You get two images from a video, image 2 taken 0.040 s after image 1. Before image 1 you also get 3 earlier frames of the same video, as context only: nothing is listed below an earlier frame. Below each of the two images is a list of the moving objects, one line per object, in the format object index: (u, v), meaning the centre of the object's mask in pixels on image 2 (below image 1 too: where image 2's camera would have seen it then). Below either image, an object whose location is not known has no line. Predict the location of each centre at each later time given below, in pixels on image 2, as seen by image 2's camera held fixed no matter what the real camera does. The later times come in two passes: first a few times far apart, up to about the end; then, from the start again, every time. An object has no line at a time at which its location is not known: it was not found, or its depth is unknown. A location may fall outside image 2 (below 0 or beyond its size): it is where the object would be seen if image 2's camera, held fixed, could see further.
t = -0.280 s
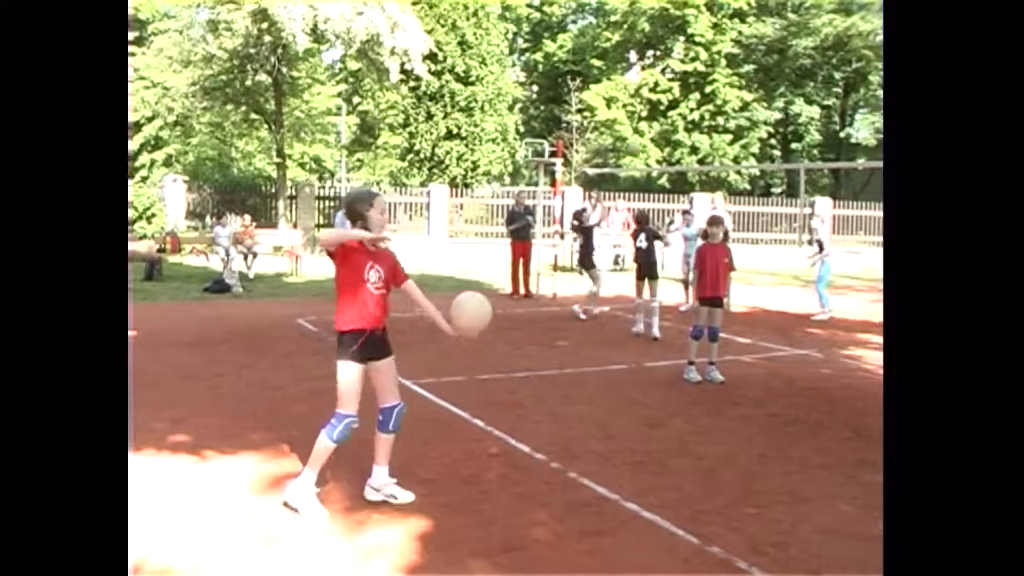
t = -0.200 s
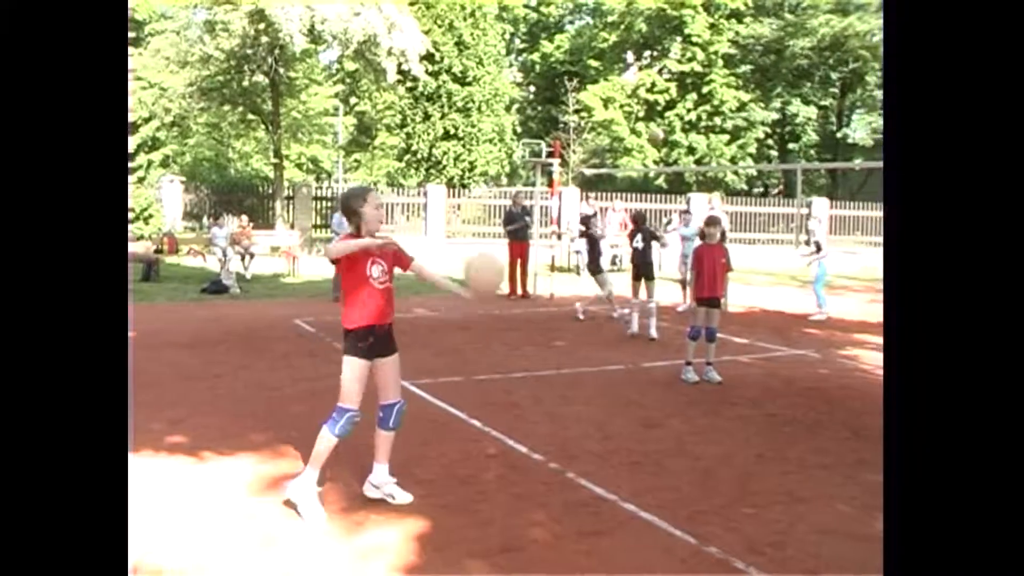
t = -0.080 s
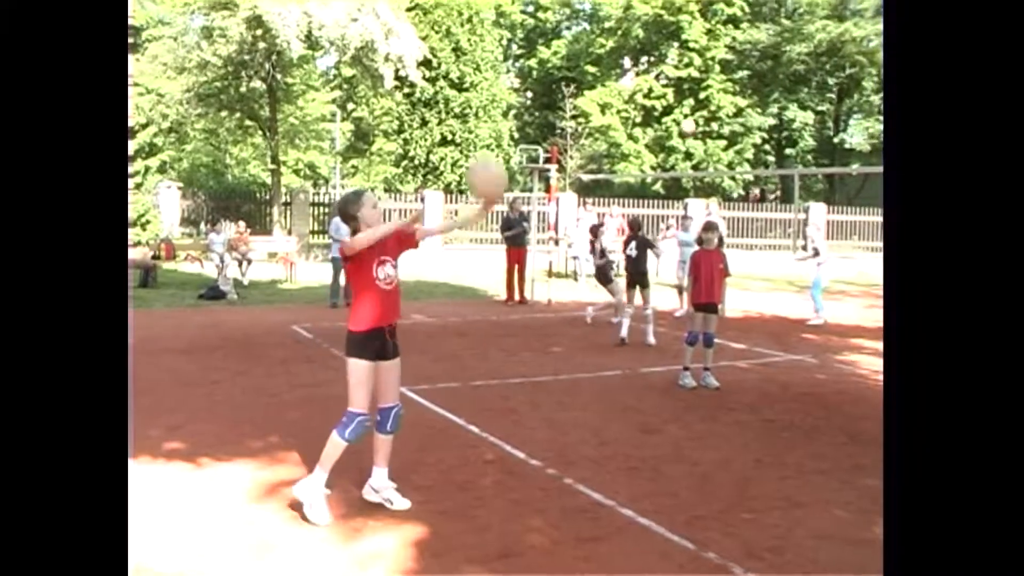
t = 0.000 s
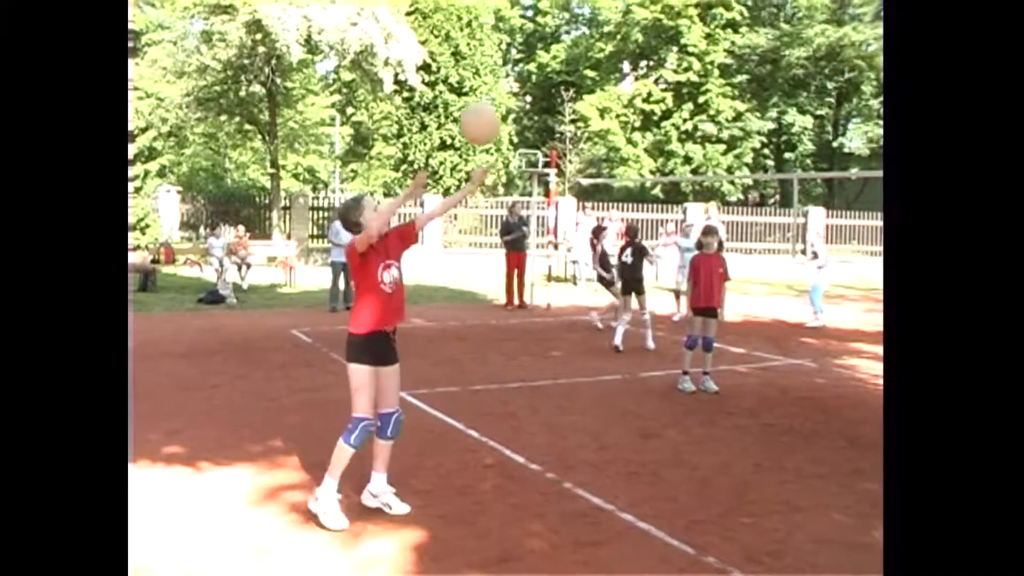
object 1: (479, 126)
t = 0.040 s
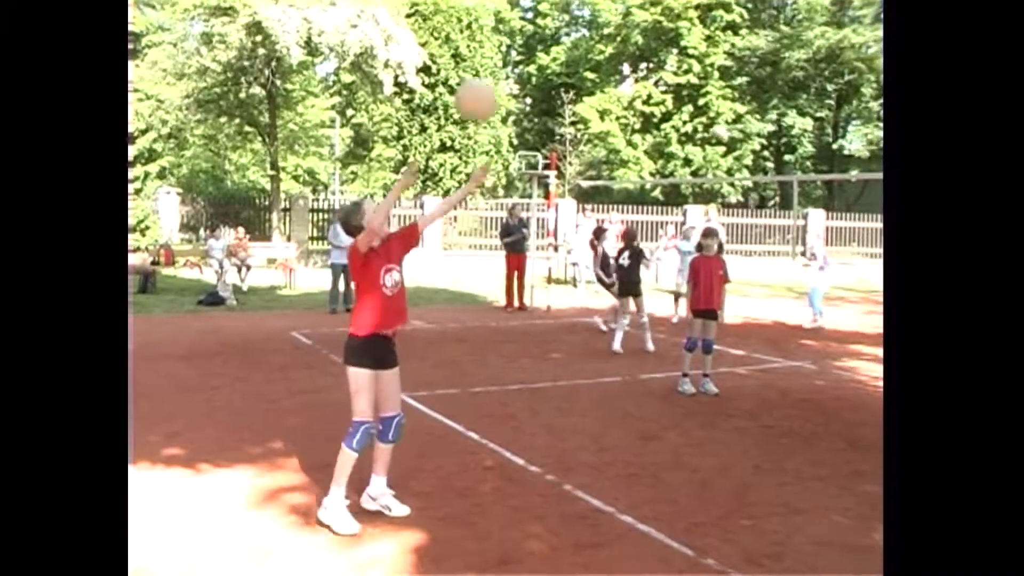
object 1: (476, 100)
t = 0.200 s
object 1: (462, 34)
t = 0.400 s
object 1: (441, 27)
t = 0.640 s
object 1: (416, 132)
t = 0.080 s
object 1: (472, 79)
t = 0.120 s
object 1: (469, 60)
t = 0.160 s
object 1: (465, 46)
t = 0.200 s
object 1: (462, 34)
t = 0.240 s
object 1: (458, 26)
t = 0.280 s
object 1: (455, 22)
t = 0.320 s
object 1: (450, 19)
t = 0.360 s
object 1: (447, 21)
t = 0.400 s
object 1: (441, 27)
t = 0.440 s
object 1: (438, 35)
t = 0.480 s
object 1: (434, 48)
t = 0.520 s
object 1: (429, 63)
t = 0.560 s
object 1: (425, 82)
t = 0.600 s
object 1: (420, 105)
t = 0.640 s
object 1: (416, 132)
